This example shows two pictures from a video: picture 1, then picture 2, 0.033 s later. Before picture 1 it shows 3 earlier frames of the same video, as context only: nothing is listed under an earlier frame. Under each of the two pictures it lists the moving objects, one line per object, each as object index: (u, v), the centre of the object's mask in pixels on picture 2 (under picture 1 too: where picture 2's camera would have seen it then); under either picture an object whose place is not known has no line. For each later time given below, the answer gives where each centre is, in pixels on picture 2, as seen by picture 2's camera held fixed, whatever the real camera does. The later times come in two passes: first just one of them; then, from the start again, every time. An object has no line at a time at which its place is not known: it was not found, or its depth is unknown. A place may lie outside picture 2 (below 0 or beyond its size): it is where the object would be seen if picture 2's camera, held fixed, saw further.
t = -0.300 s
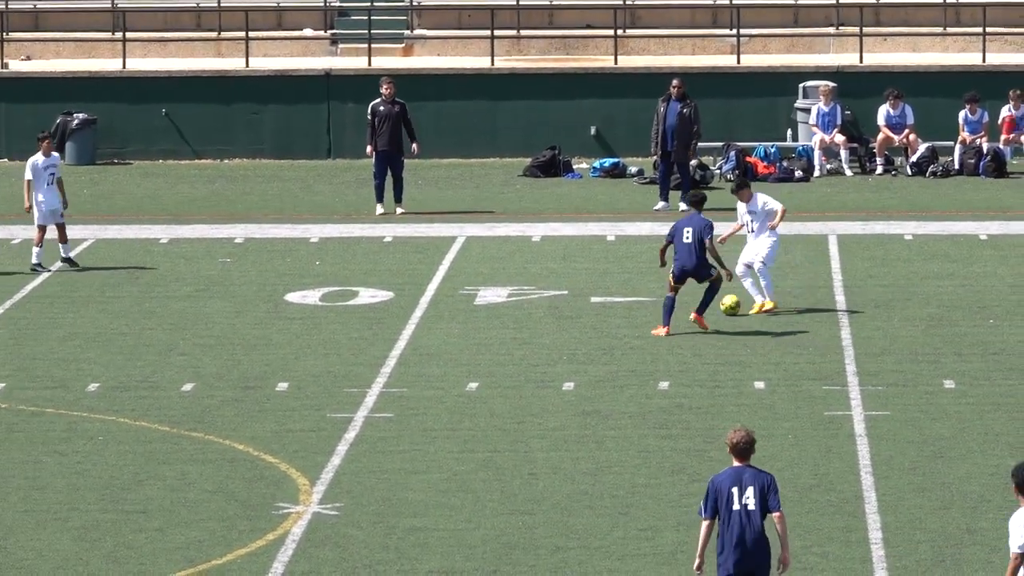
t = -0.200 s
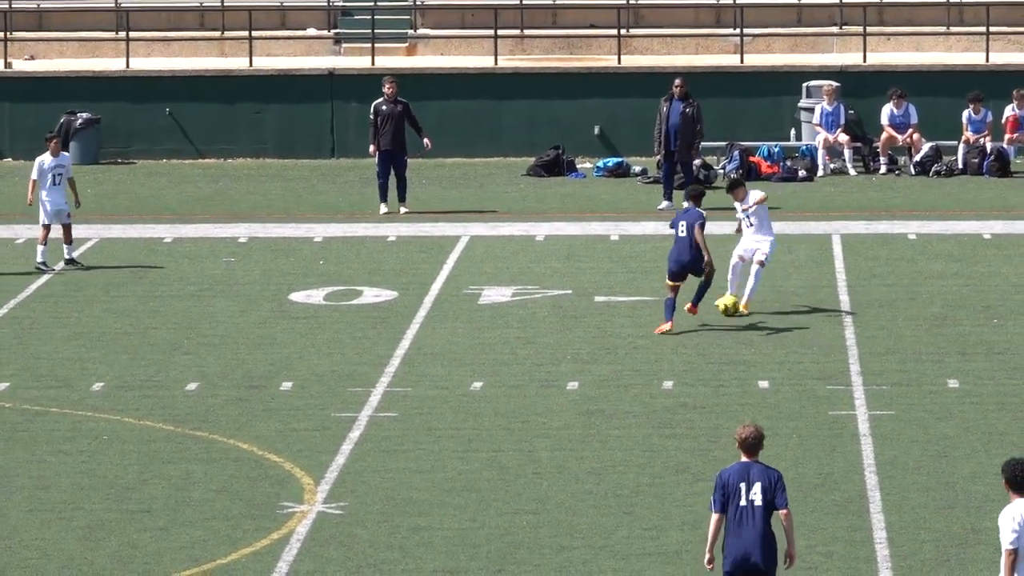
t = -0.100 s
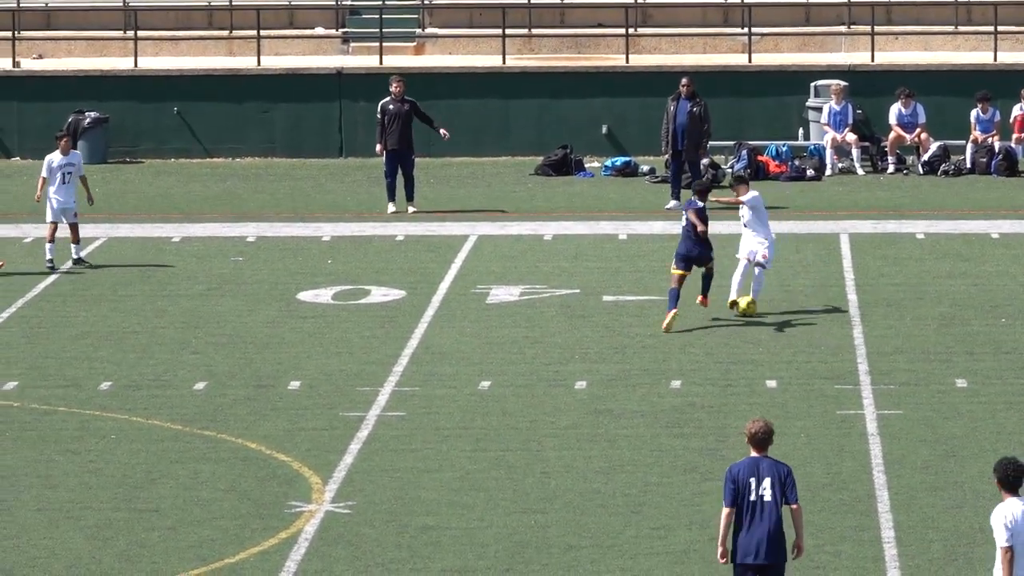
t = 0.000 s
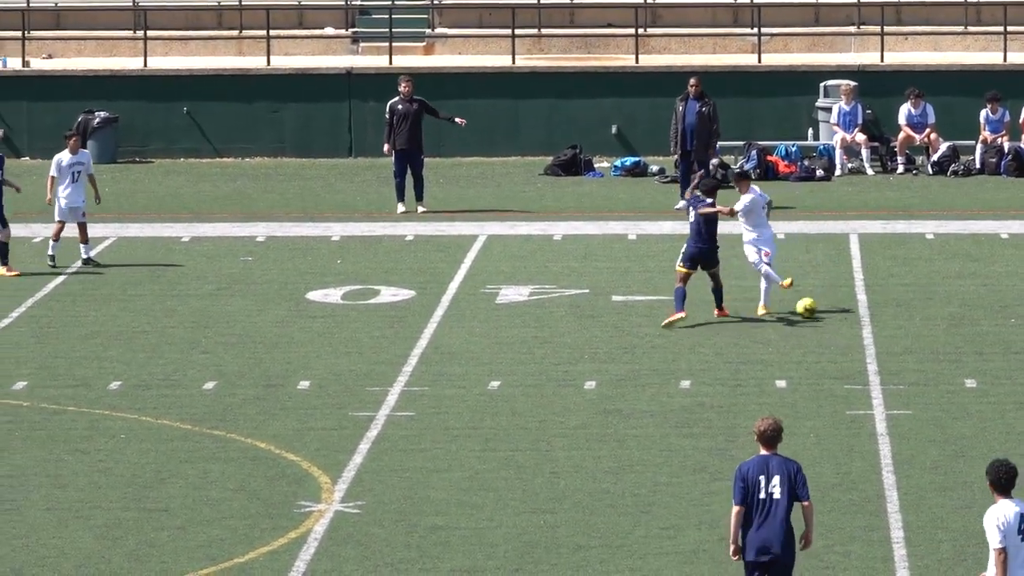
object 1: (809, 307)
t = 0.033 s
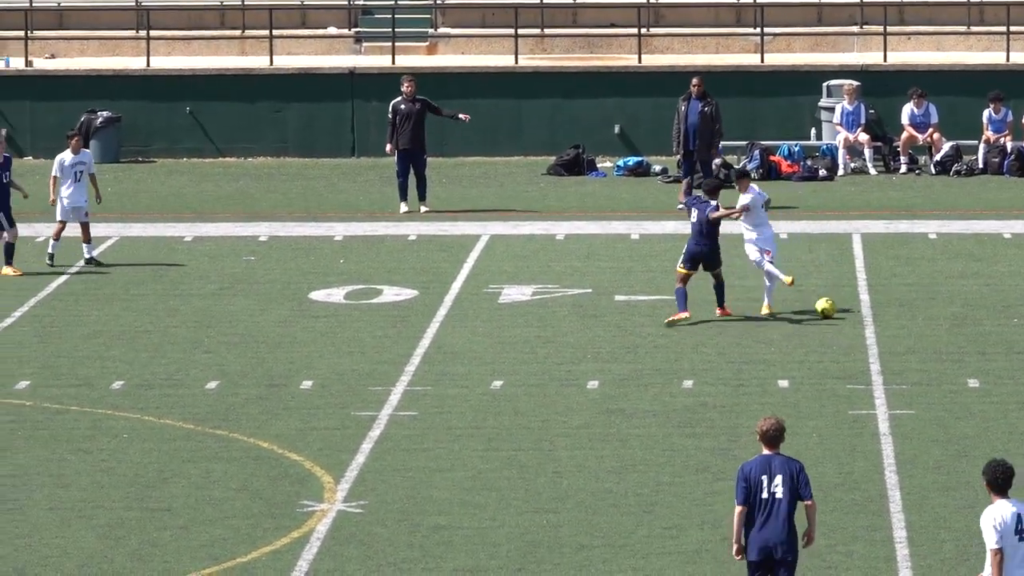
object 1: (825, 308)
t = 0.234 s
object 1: (911, 310)
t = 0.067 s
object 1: (841, 308)
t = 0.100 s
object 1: (856, 309)
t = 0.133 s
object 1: (870, 309)
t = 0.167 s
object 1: (884, 309)
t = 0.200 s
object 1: (898, 309)
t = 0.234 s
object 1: (911, 310)
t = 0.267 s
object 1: (923, 310)
